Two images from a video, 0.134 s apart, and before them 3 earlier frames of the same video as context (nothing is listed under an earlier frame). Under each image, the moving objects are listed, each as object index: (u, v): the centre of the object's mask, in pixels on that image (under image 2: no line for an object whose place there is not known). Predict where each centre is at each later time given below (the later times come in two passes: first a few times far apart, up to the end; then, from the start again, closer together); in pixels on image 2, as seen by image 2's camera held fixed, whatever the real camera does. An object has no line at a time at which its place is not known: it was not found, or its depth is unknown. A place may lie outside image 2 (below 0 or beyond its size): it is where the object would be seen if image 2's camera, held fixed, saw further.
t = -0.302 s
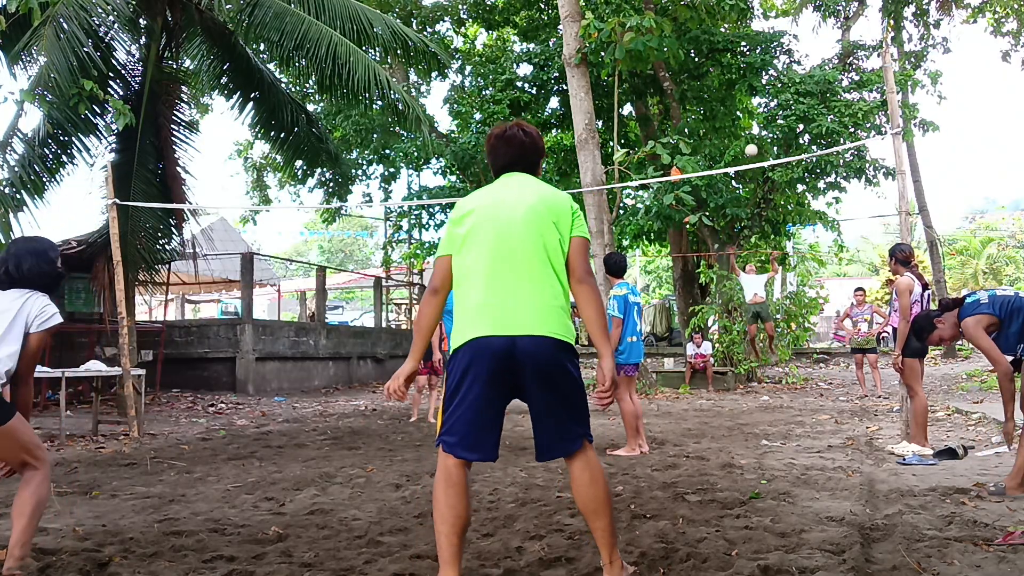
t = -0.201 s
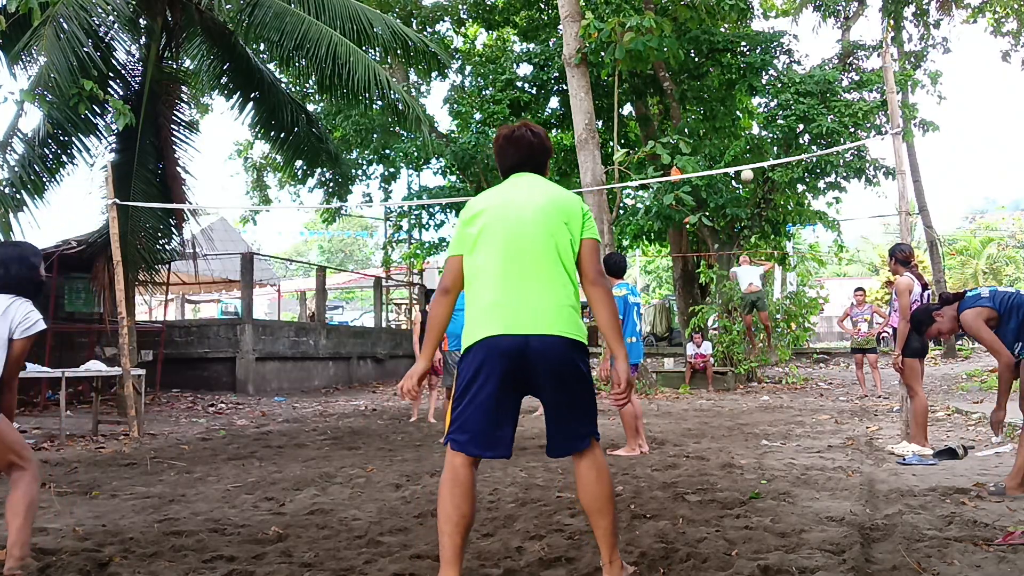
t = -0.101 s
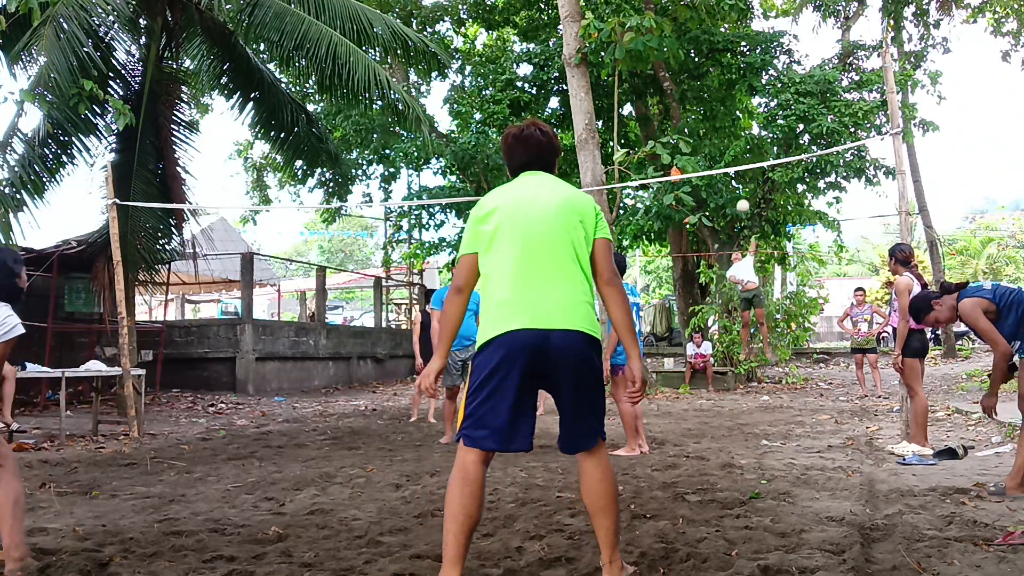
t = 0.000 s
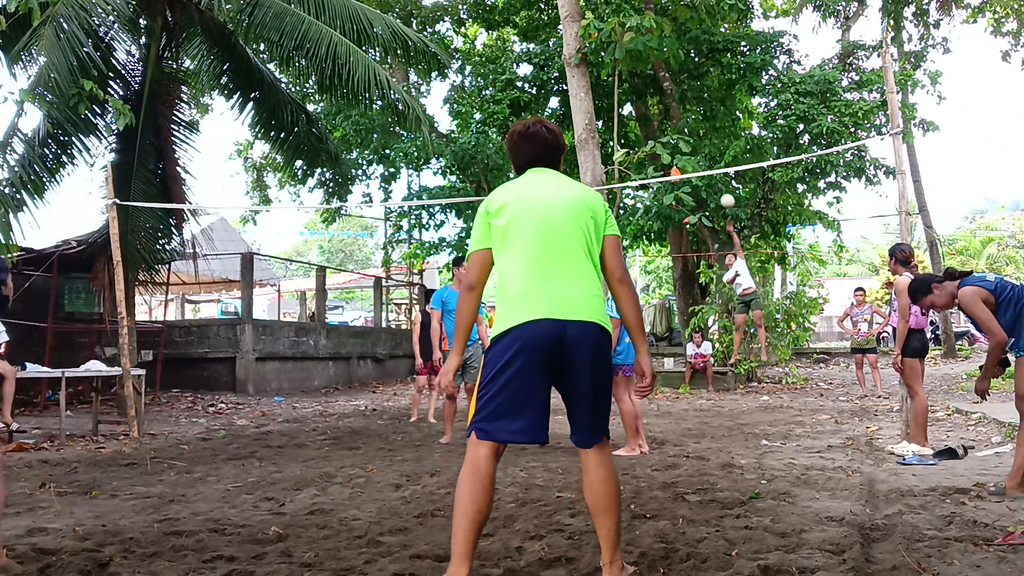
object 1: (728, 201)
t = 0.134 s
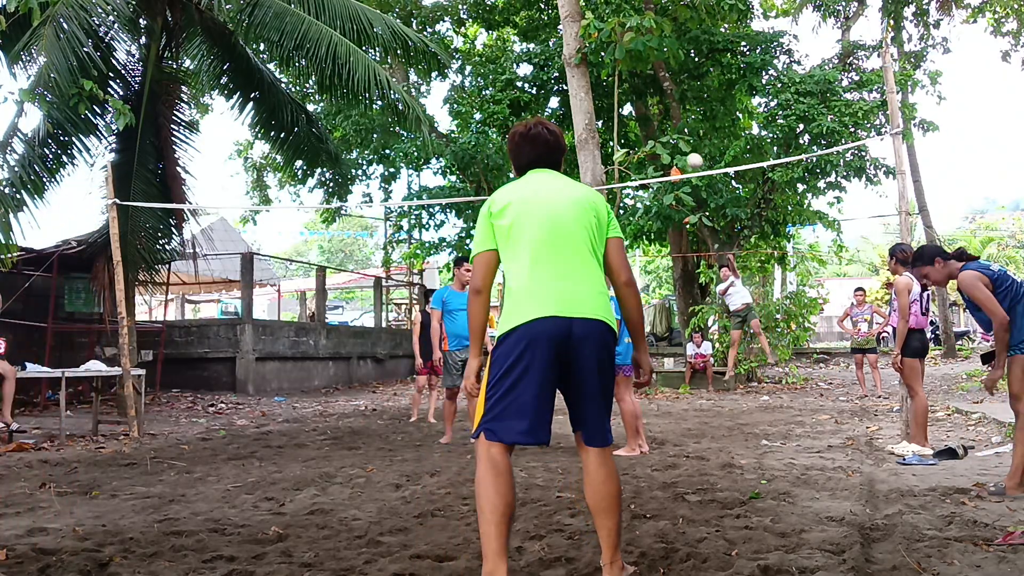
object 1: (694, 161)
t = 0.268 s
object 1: (655, 123)
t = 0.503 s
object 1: (563, 71)
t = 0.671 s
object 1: (467, 49)
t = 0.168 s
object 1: (685, 150)
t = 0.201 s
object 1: (675, 141)
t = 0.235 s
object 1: (666, 131)
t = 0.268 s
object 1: (655, 123)
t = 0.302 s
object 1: (644, 114)
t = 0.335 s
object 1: (632, 106)
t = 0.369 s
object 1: (620, 98)
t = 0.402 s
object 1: (607, 91)
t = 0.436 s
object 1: (593, 84)
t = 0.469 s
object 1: (578, 77)
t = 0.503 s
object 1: (563, 71)
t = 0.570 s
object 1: (529, 60)
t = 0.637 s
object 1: (490, 52)
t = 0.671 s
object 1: (467, 49)
